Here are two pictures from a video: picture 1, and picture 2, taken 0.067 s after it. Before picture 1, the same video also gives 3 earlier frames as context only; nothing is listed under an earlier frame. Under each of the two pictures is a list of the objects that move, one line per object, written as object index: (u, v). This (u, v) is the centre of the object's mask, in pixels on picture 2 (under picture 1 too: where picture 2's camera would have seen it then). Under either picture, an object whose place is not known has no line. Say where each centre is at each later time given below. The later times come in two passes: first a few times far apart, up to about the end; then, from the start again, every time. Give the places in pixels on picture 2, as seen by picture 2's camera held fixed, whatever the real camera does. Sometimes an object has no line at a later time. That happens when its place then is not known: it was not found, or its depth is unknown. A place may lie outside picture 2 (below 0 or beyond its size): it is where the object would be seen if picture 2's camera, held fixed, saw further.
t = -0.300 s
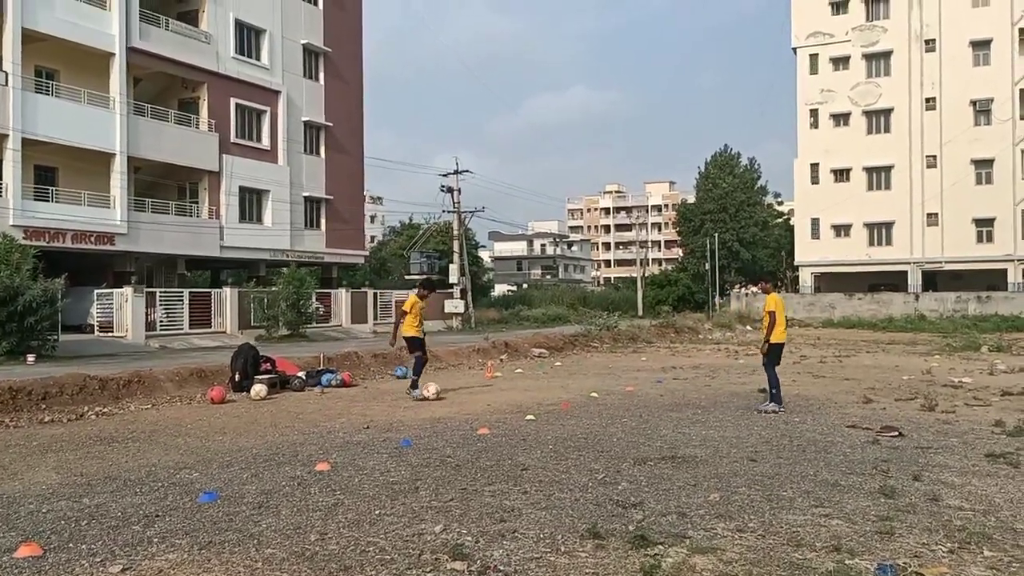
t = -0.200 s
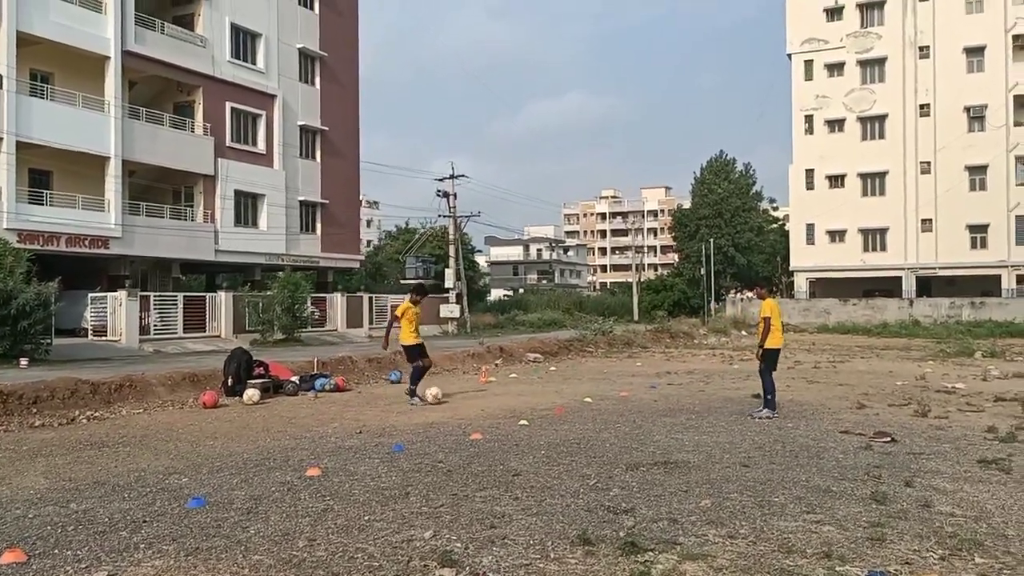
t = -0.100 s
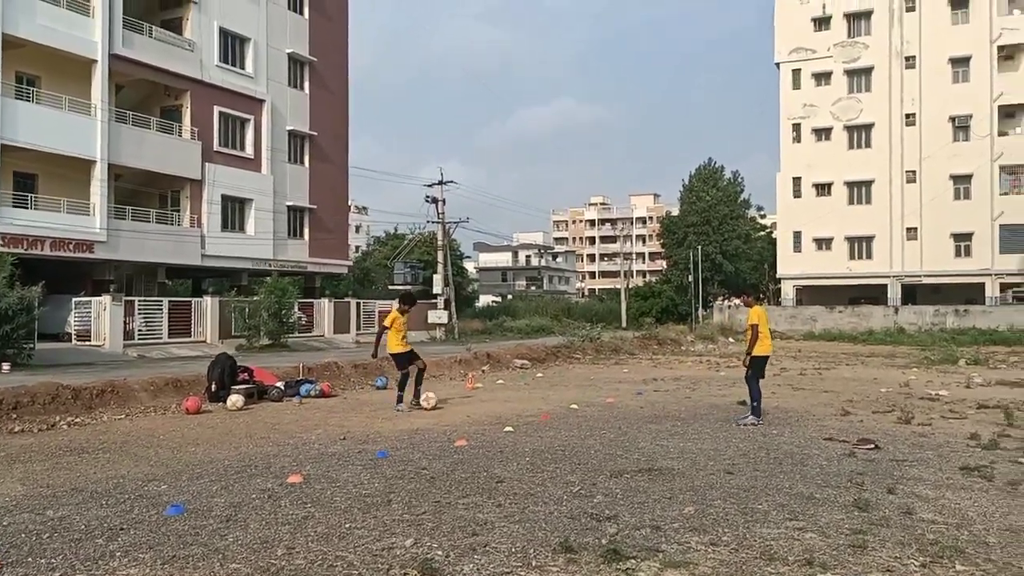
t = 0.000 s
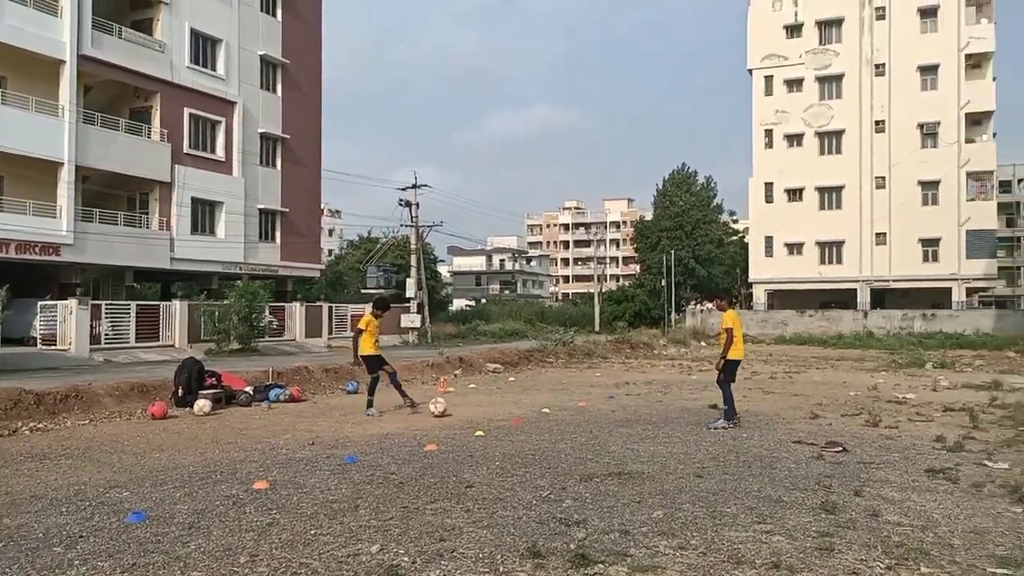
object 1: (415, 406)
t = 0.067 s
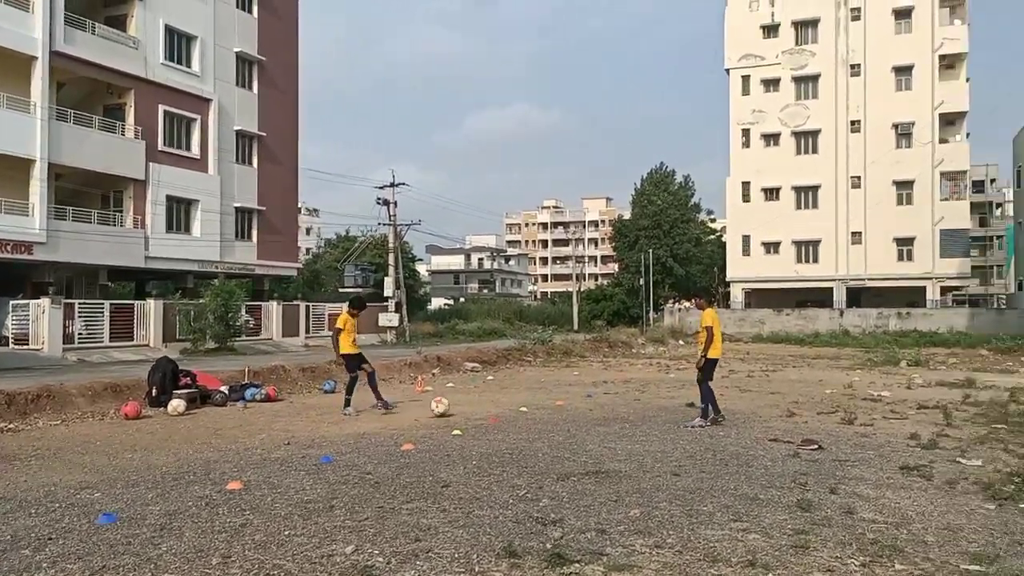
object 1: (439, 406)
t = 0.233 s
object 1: (498, 409)
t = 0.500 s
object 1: (573, 413)
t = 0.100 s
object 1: (451, 405)
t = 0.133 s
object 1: (463, 405)
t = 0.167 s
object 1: (475, 407)
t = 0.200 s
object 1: (487, 409)
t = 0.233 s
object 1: (498, 409)
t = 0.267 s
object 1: (507, 408)
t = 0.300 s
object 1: (517, 408)
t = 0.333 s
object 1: (527, 409)
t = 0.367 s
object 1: (537, 411)
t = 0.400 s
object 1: (547, 414)
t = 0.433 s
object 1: (556, 415)
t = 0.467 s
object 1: (565, 413)
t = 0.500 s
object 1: (573, 413)
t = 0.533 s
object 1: (582, 414)
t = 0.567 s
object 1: (591, 415)
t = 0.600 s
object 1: (599, 417)
